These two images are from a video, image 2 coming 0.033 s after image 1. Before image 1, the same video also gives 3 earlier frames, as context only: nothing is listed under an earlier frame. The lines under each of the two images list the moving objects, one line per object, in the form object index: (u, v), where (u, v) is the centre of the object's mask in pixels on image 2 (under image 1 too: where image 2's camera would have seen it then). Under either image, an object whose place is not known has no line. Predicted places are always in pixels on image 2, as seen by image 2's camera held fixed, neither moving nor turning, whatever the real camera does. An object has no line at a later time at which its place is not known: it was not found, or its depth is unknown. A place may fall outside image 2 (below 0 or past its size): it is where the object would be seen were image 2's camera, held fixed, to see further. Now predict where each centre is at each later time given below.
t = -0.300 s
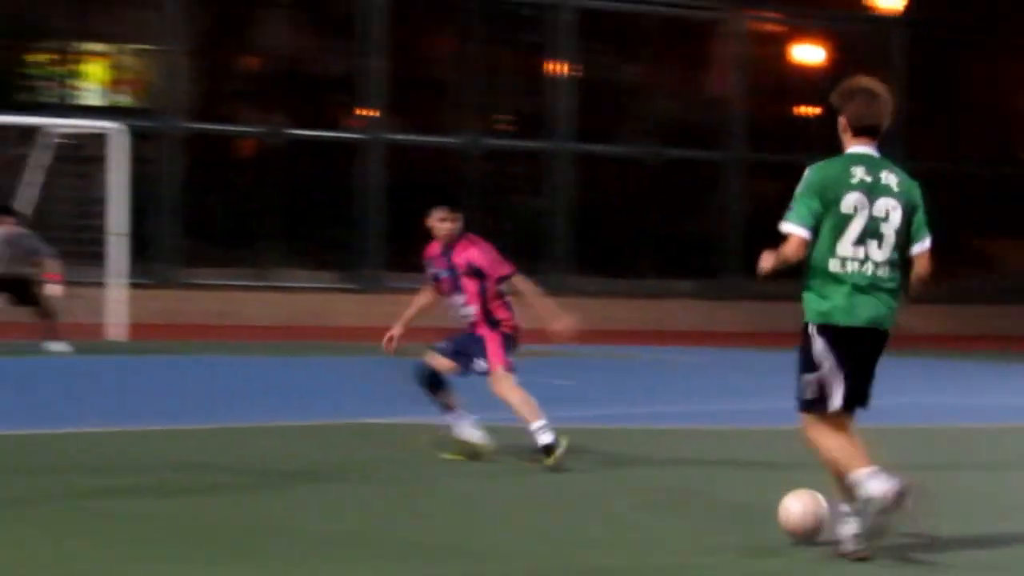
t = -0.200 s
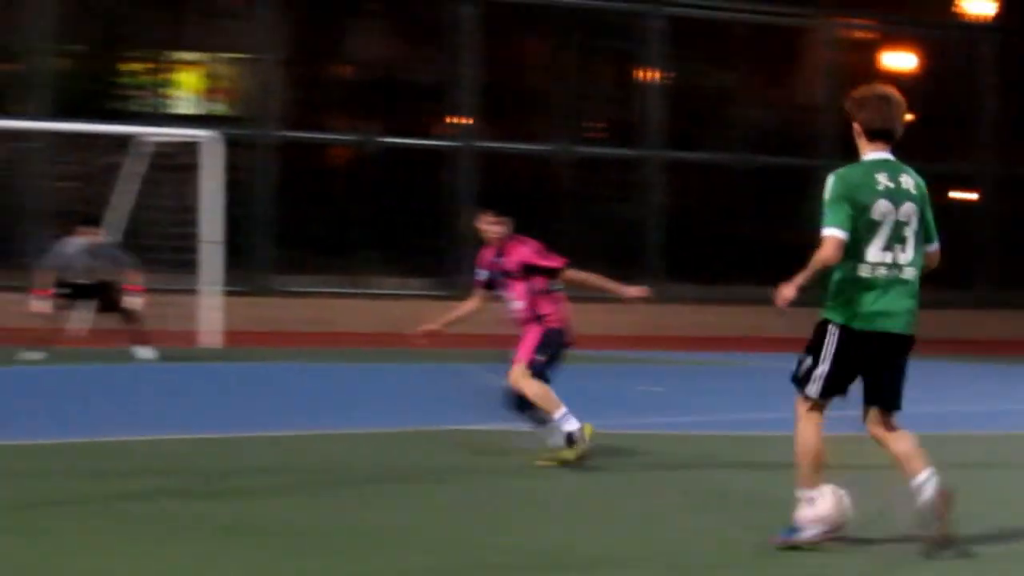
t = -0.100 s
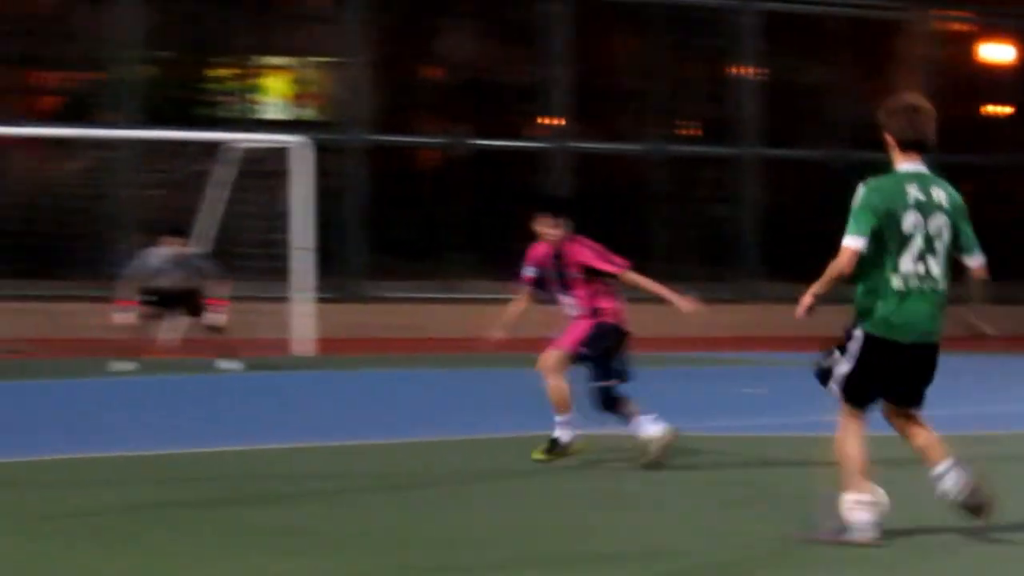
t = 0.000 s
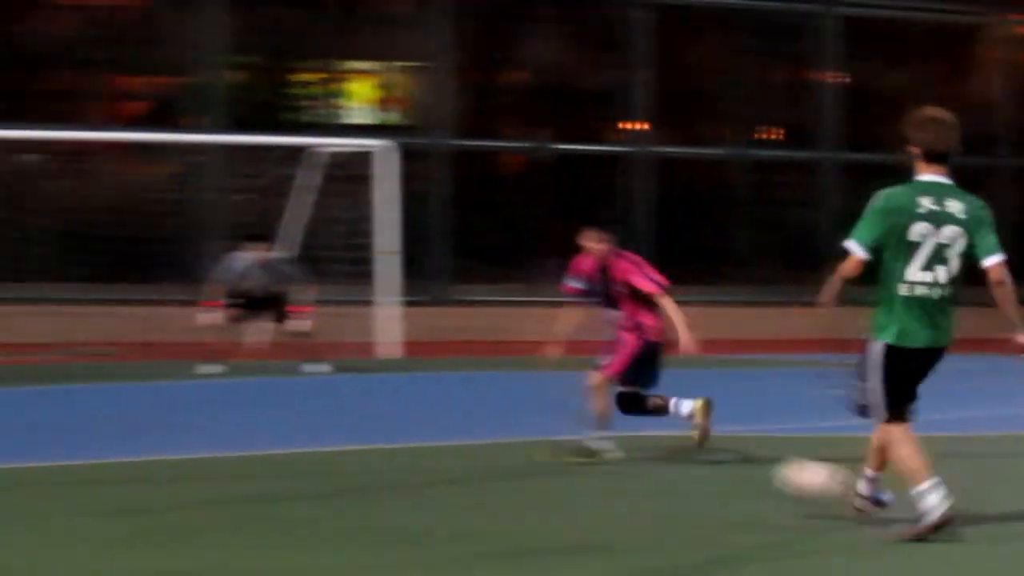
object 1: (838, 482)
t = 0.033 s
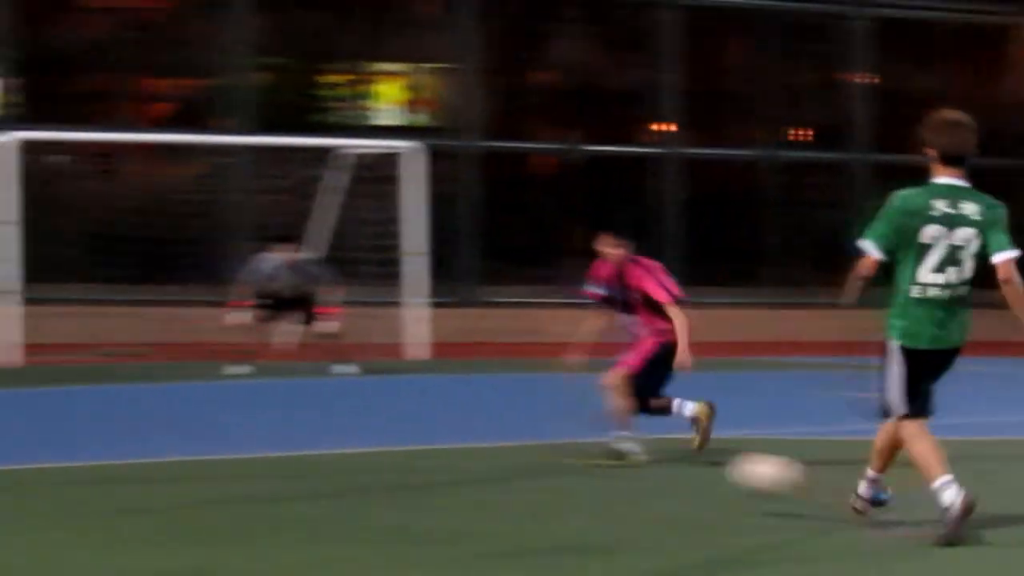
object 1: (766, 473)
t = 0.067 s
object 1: (685, 465)
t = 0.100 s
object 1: (624, 459)
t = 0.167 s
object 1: (478, 460)
